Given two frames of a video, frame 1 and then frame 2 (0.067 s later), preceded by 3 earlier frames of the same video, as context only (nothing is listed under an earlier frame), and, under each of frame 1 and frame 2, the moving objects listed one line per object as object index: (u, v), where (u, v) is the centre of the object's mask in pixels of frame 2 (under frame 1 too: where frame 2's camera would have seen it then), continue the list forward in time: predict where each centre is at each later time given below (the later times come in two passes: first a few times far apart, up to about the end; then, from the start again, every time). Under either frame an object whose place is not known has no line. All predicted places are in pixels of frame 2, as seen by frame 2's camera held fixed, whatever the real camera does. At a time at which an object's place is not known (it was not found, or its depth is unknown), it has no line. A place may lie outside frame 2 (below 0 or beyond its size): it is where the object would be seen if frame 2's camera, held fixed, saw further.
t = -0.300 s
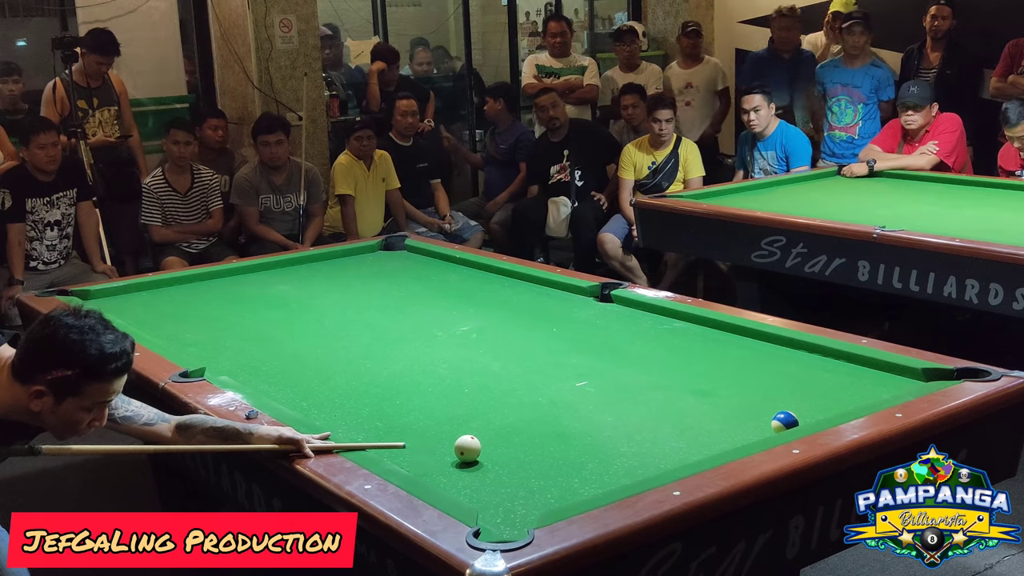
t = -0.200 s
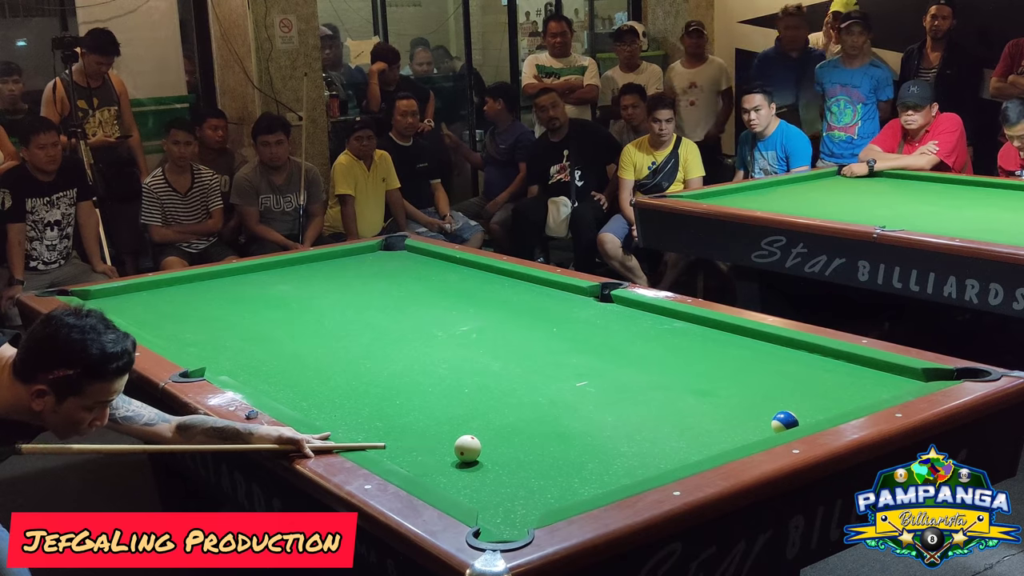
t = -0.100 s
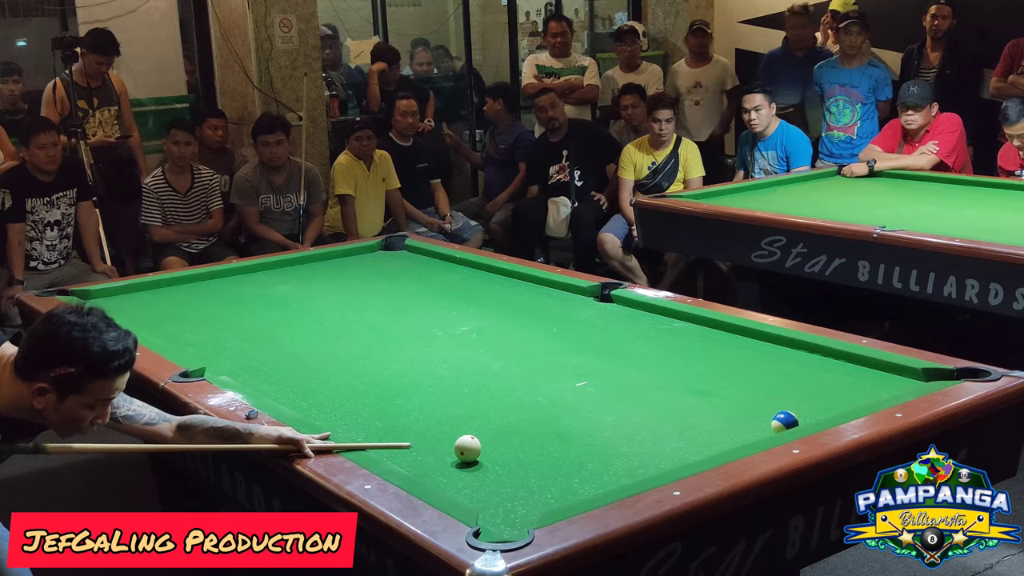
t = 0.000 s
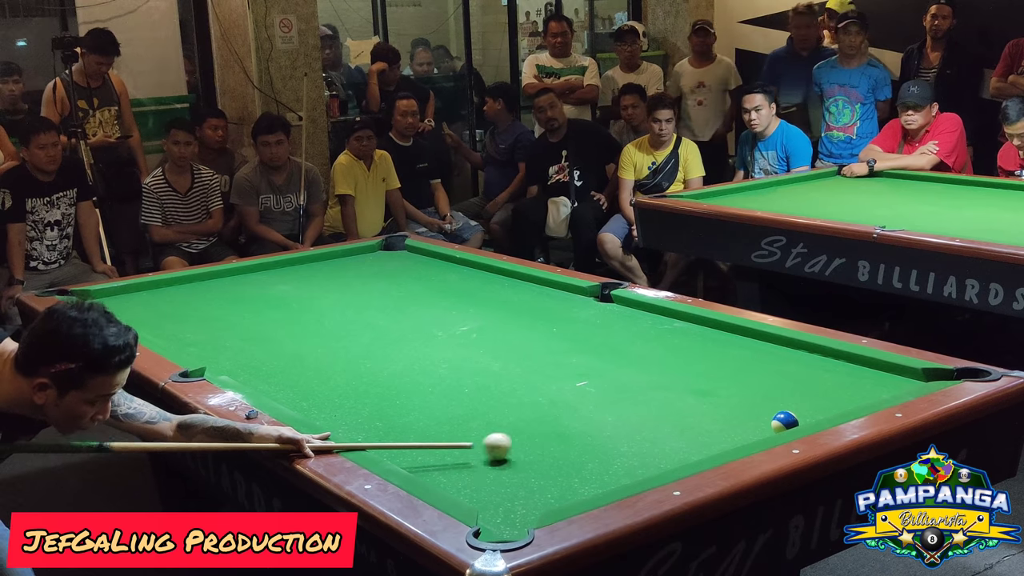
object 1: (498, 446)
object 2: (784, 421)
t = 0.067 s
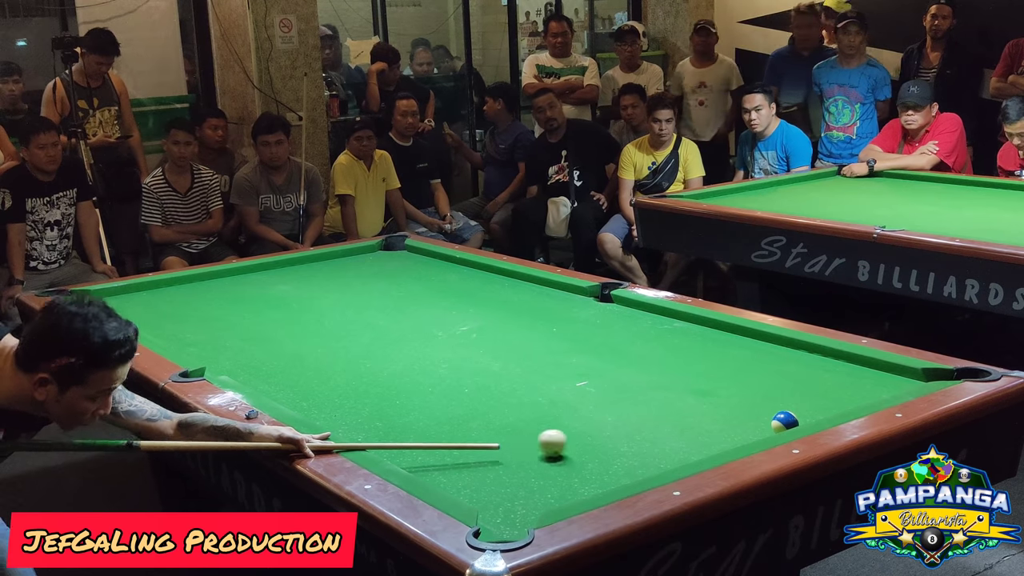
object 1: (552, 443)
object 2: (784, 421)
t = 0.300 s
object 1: (728, 432)
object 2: (784, 421)
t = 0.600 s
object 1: (747, 419)
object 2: (859, 397)
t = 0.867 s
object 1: (721, 403)
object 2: (923, 377)
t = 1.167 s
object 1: (695, 388)
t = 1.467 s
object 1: (674, 376)
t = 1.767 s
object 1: (655, 364)
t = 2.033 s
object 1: (640, 356)
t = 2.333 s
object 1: (626, 348)
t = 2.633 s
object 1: (614, 341)
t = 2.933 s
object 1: (604, 335)
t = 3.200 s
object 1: (596, 330)
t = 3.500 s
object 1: (589, 326)
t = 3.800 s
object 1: (582, 323)
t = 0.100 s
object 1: (578, 441)
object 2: (784, 421)
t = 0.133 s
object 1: (603, 440)
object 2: (784, 421)
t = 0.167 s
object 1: (629, 438)
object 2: (784, 421)
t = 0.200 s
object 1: (654, 436)
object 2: (784, 421)
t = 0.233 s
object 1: (678, 435)
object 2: (784, 421)
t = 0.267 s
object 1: (703, 434)
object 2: (784, 421)
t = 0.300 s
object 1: (728, 432)
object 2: (784, 421)
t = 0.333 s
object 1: (752, 429)
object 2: (784, 421)
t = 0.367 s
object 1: (770, 427)
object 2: (792, 419)
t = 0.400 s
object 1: (770, 427)
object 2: (803, 415)
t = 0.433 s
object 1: (765, 427)
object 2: (814, 412)
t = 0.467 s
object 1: (760, 426)
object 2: (824, 408)
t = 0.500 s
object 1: (757, 425)
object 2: (833, 405)
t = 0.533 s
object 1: (753, 423)
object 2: (841, 403)
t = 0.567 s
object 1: (750, 421)
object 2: (850, 400)
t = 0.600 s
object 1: (747, 419)
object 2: (859, 397)
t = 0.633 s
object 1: (743, 417)
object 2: (868, 394)
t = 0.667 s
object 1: (740, 415)
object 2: (876, 392)
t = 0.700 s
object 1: (736, 413)
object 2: (884, 389)
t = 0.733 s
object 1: (733, 411)
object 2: (892, 387)
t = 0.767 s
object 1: (730, 409)
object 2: (900, 384)
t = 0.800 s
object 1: (727, 407)
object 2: (908, 381)
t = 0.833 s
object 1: (724, 405)
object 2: (915, 379)
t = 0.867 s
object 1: (721, 403)
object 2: (923, 377)
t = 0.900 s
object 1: (717, 402)
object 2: (930, 374)
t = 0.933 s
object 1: (715, 400)
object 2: (938, 373)
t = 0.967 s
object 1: (712, 398)
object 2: (944, 375)
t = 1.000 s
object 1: (708, 396)
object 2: (950, 377)
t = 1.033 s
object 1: (706, 395)
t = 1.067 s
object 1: (705, 394)
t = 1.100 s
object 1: (702, 392)
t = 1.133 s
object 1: (700, 391)
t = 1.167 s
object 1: (695, 388)
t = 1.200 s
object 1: (693, 387)
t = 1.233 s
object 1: (690, 385)
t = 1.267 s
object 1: (688, 384)
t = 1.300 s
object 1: (685, 382)
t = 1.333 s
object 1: (683, 381)
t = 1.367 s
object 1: (681, 379)
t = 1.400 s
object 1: (679, 378)
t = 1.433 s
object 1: (676, 377)
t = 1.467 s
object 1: (674, 376)
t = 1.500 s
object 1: (672, 374)
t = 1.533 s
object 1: (669, 373)
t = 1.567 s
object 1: (667, 372)
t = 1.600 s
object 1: (665, 370)
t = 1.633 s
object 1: (663, 369)
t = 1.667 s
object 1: (661, 368)
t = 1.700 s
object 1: (659, 367)
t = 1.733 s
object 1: (657, 366)
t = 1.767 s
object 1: (655, 364)
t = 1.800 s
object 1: (653, 363)
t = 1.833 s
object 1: (651, 362)
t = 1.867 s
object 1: (649, 361)
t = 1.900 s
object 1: (647, 360)
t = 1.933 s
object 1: (646, 359)
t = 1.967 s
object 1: (644, 358)
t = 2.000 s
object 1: (642, 357)
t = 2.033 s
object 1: (640, 356)
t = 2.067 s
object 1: (638, 355)
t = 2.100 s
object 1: (637, 354)
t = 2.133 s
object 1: (635, 353)
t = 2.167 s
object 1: (634, 352)
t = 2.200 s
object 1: (632, 351)
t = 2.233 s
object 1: (631, 350)
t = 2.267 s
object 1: (629, 349)
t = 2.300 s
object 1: (627, 349)
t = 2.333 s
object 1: (626, 348)
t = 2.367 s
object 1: (625, 347)
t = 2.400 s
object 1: (623, 346)
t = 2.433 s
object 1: (622, 345)
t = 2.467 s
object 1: (620, 344)
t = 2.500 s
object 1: (619, 344)
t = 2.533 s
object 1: (618, 343)
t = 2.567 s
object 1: (616, 342)
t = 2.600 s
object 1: (615, 341)
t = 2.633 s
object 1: (614, 341)
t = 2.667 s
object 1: (612, 340)
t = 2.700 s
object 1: (611, 339)
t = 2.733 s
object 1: (610, 339)
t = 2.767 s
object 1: (609, 338)
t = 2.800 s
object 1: (608, 337)
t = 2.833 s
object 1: (607, 336)
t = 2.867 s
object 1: (606, 336)
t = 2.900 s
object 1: (605, 335)
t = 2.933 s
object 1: (604, 335)
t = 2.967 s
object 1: (603, 334)
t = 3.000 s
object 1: (602, 333)
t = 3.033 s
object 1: (601, 333)
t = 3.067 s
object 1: (600, 332)
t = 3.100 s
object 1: (599, 332)
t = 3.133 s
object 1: (598, 331)
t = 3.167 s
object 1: (597, 331)
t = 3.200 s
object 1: (596, 330)
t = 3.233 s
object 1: (595, 330)
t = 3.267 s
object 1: (594, 329)
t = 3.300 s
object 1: (594, 329)
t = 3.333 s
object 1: (593, 328)
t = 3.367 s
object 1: (592, 328)
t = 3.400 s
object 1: (591, 327)
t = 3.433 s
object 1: (590, 327)
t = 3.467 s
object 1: (590, 326)
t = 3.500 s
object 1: (589, 326)
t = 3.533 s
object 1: (588, 326)
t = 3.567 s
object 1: (587, 325)
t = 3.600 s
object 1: (587, 325)
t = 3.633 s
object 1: (586, 324)
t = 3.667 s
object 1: (585, 324)
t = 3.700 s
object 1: (584, 324)
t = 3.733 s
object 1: (584, 323)
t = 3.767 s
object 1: (583, 323)
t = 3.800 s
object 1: (582, 323)
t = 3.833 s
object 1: (582, 323)
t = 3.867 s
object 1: (581, 322)
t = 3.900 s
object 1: (580, 322)
